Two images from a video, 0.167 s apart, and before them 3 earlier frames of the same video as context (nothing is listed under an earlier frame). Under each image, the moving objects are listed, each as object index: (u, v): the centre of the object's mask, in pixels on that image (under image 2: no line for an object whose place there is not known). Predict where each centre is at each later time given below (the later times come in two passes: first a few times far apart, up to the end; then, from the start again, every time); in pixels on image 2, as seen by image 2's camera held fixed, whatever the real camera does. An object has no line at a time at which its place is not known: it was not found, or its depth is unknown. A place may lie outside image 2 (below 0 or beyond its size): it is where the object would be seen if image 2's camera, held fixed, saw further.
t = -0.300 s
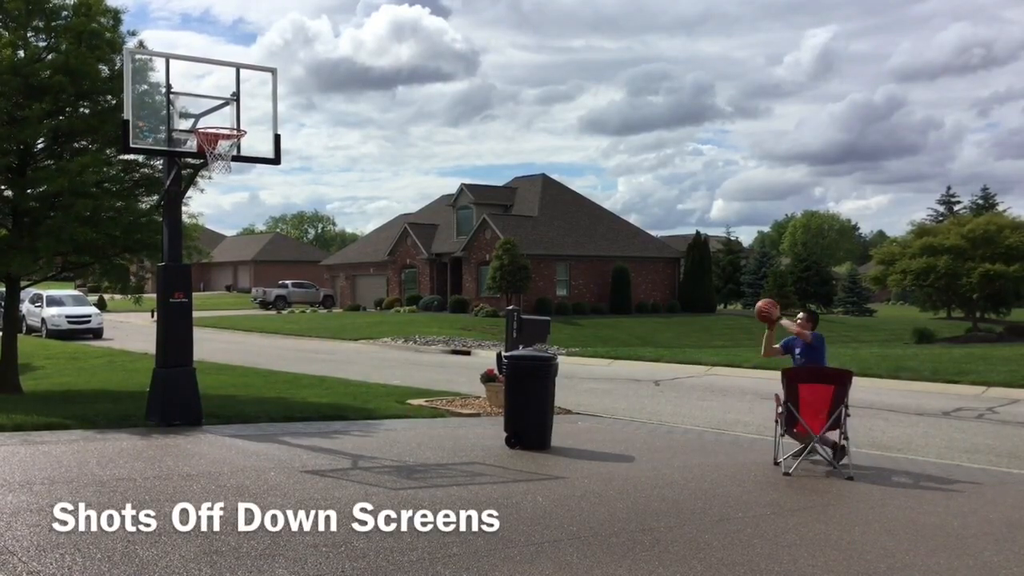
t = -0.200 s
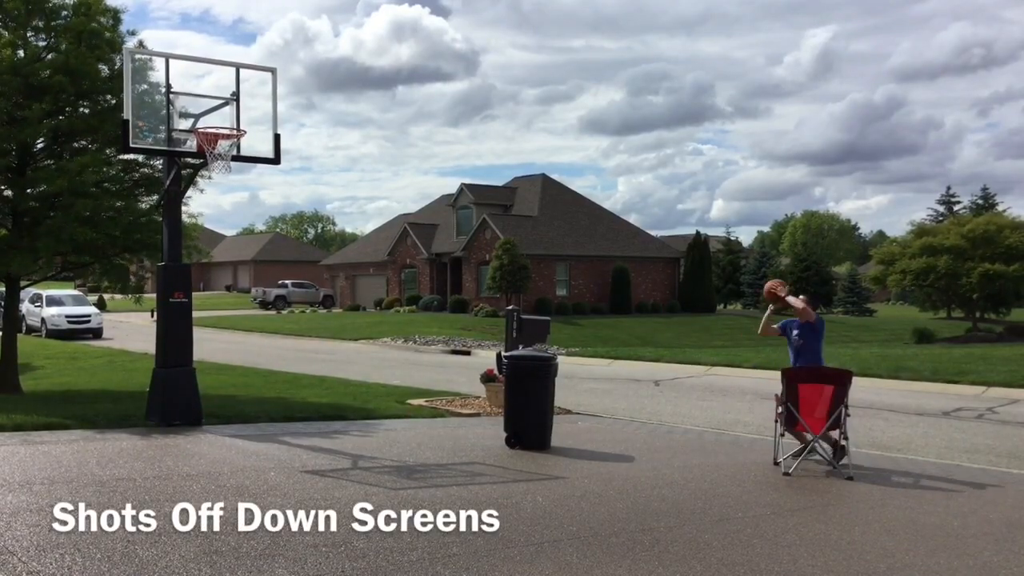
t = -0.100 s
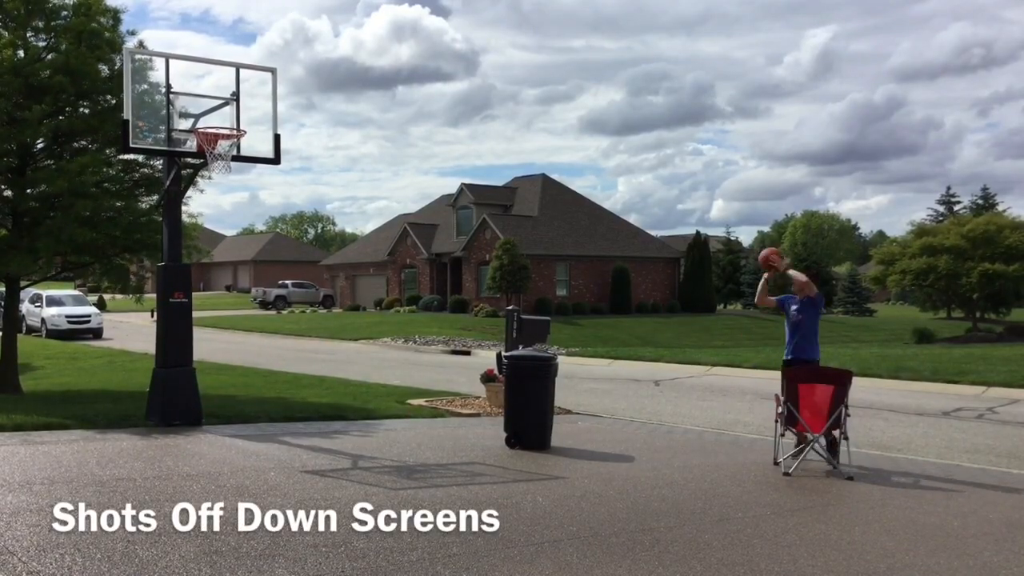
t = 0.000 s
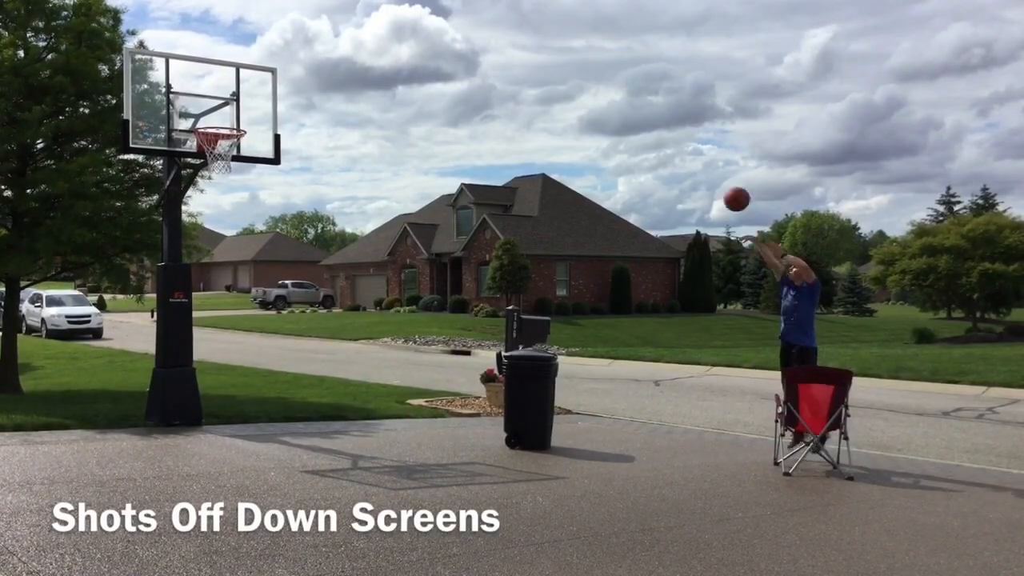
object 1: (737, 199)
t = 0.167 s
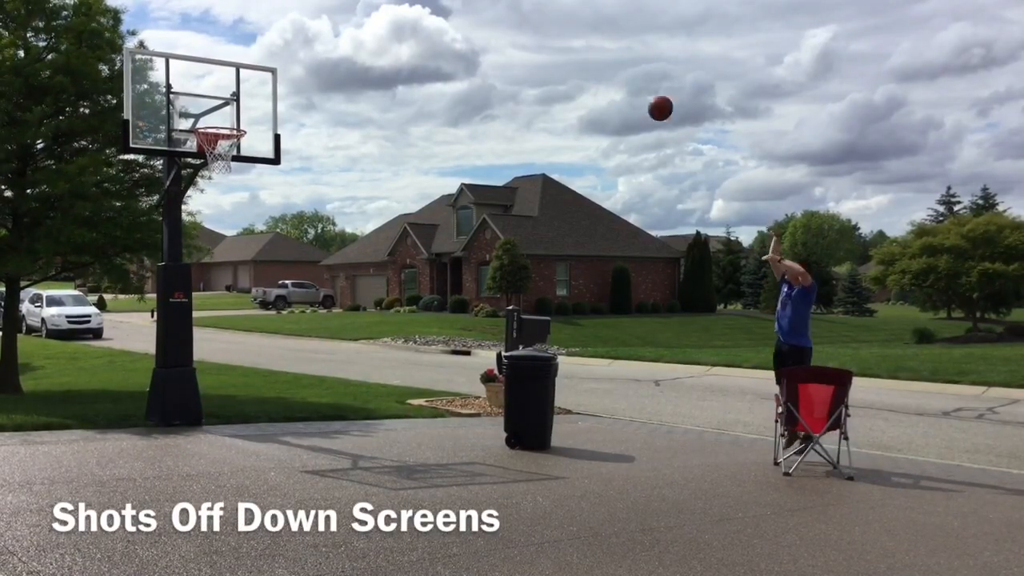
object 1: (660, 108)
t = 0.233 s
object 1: (630, 79)
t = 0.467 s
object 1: (524, 13)
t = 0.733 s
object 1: (403, 9)
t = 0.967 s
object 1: (298, 59)
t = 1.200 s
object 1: (206, 159)
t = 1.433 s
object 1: (190, 177)
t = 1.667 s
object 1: (176, 261)
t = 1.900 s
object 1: (160, 402)
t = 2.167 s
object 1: (196, 317)
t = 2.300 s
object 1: (218, 278)
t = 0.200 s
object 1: (645, 94)
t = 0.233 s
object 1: (630, 79)
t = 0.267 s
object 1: (615, 66)
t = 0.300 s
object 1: (600, 55)
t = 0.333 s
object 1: (584, 44)
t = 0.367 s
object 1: (569, 35)
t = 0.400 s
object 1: (554, 26)
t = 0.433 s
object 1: (539, 19)
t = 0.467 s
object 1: (524, 13)
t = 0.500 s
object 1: (509, 10)
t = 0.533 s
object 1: (494, 8)
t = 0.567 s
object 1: (479, 7)
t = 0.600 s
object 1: (464, 6)
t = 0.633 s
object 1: (448, 6)
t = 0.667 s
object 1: (434, 6)
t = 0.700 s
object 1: (418, 8)
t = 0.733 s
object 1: (403, 9)
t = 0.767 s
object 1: (388, 11)
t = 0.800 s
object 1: (373, 16)
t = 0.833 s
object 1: (358, 22)
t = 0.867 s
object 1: (343, 30)
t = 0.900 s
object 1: (328, 38)
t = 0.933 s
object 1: (313, 48)
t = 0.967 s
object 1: (298, 59)
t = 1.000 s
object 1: (283, 71)
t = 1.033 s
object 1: (269, 84)
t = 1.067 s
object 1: (254, 98)
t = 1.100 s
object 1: (239, 114)
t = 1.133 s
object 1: (224, 130)
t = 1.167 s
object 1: (210, 146)
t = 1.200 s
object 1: (206, 159)
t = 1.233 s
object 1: (202, 152)
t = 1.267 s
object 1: (201, 152)
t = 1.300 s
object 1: (200, 153)
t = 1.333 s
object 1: (195, 160)
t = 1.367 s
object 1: (193, 164)
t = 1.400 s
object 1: (192, 169)
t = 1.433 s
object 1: (190, 177)
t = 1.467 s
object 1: (187, 187)
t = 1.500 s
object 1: (185, 195)
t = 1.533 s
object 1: (184, 206)
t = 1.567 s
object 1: (182, 218)
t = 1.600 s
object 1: (180, 231)
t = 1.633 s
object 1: (179, 245)
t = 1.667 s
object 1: (176, 261)
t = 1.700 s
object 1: (174, 278)
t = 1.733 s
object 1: (172, 294)
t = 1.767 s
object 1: (170, 314)
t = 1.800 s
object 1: (168, 334)
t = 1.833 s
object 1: (165, 356)
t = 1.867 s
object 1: (163, 378)
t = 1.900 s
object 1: (160, 402)
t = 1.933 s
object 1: (158, 426)
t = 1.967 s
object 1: (163, 409)
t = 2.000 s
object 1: (169, 391)
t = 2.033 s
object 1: (174, 374)
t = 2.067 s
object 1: (180, 358)
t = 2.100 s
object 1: (186, 343)
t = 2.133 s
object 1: (191, 330)
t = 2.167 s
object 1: (196, 317)
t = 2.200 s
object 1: (202, 306)
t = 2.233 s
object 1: (207, 295)
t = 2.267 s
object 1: (212, 286)
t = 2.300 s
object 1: (218, 278)
